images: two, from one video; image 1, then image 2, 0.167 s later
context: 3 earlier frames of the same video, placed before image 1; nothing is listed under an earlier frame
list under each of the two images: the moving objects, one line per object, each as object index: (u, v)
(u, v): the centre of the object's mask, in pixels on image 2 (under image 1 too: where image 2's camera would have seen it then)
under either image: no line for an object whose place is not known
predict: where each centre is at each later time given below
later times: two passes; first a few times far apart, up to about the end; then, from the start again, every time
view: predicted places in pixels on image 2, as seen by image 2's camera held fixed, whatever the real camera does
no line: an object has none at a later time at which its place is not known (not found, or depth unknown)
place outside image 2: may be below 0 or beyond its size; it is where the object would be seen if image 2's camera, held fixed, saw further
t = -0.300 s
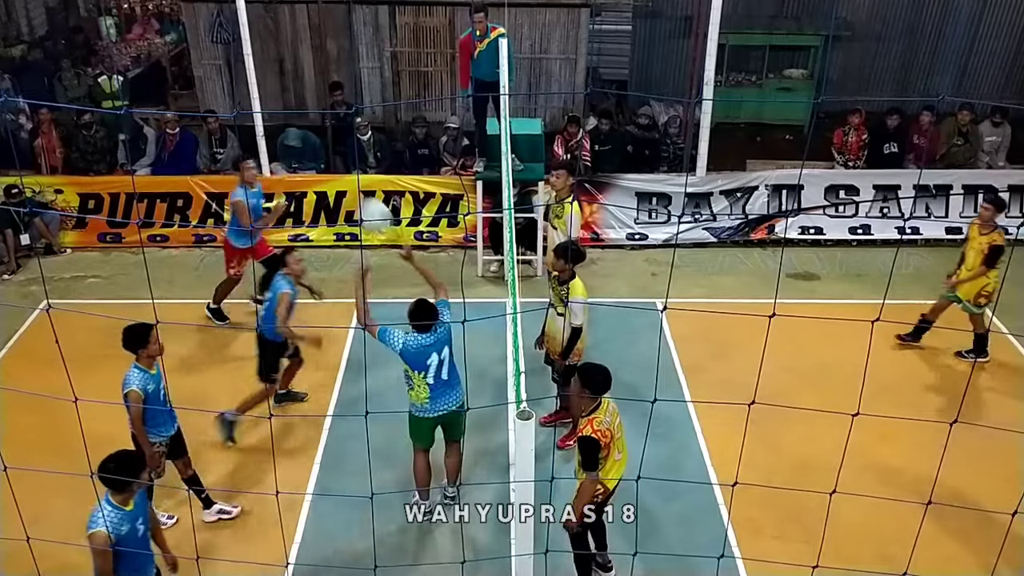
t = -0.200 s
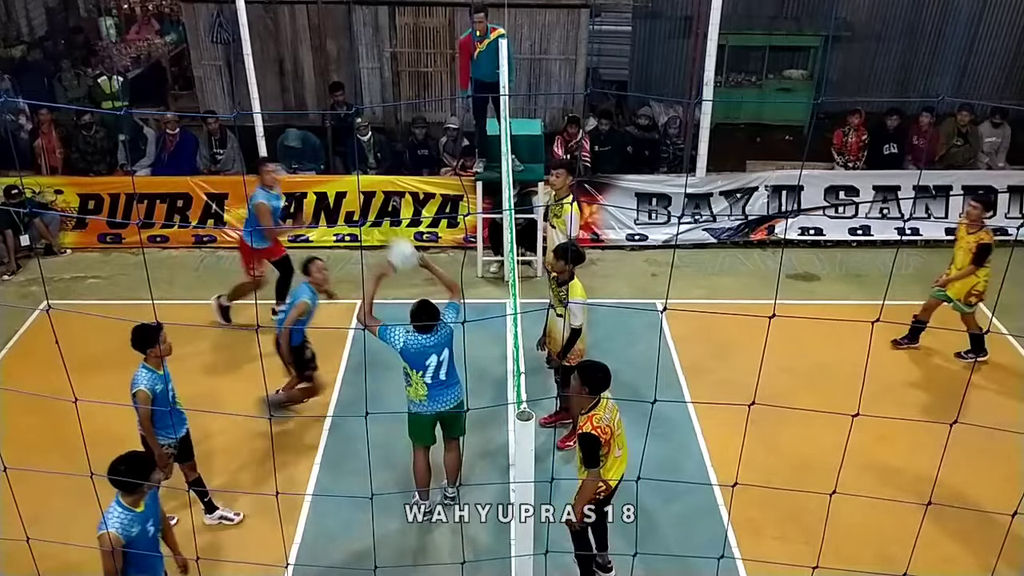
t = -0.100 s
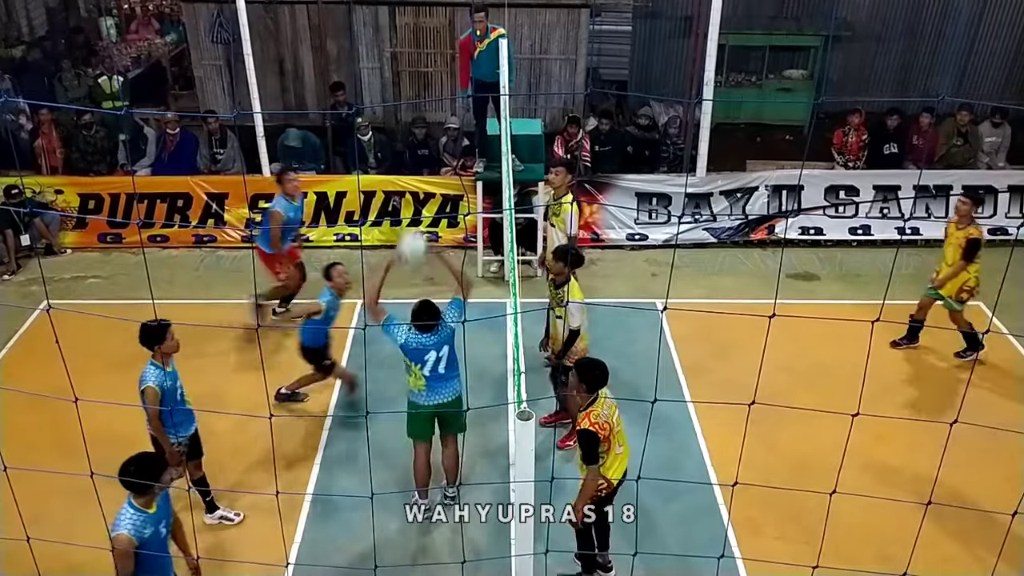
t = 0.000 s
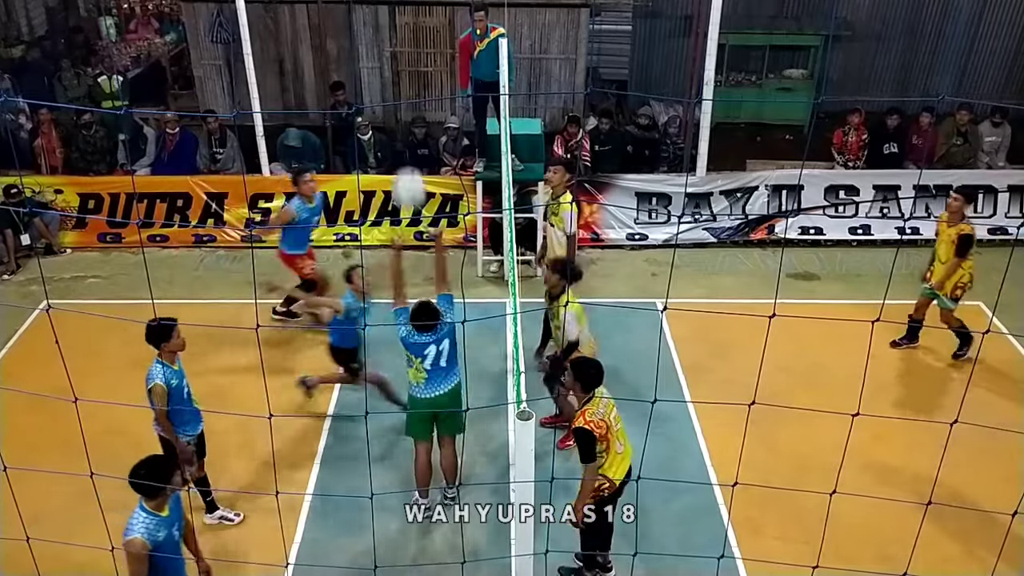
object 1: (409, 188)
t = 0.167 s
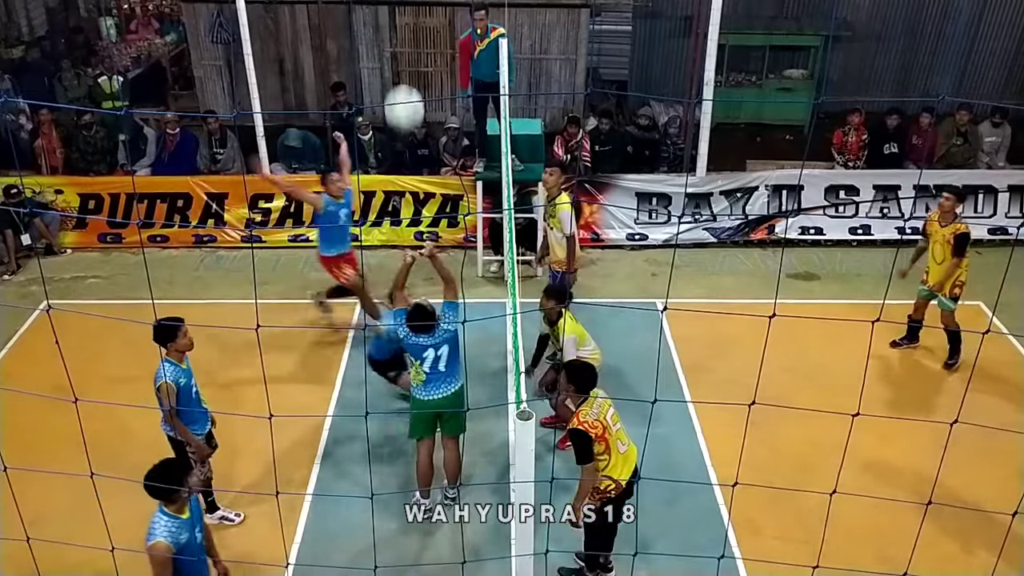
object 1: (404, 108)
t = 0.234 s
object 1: (403, 84)
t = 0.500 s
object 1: (407, 68)
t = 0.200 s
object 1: (404, 97)
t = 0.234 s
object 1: (403, 84)
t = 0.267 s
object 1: (403, 77)
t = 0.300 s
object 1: (403, 70)
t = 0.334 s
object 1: (403, 65)
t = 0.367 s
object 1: (404, 62)
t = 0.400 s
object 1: (404, 60)
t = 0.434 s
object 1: (405, 61)
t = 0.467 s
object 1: (406, 63)
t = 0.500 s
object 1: (407, 68)
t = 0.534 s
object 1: (408, 76)
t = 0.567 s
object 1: (409, 87)
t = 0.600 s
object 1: (411, 100)
